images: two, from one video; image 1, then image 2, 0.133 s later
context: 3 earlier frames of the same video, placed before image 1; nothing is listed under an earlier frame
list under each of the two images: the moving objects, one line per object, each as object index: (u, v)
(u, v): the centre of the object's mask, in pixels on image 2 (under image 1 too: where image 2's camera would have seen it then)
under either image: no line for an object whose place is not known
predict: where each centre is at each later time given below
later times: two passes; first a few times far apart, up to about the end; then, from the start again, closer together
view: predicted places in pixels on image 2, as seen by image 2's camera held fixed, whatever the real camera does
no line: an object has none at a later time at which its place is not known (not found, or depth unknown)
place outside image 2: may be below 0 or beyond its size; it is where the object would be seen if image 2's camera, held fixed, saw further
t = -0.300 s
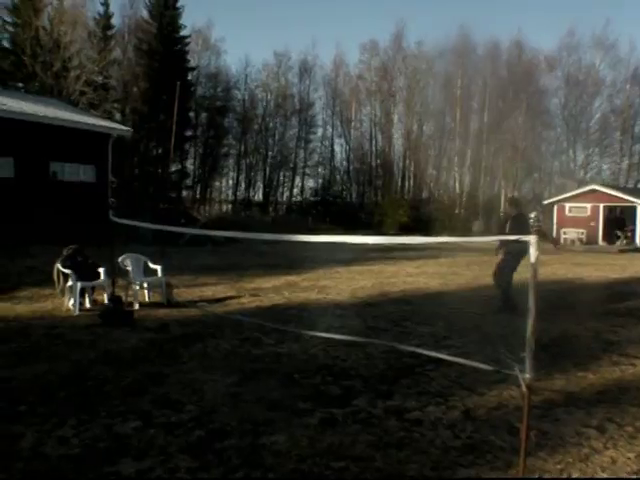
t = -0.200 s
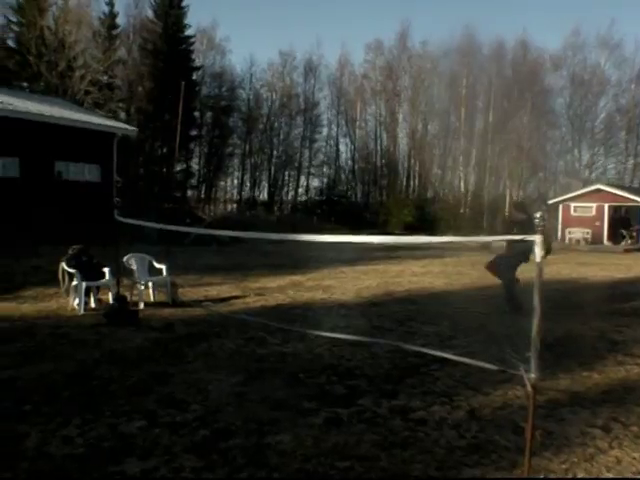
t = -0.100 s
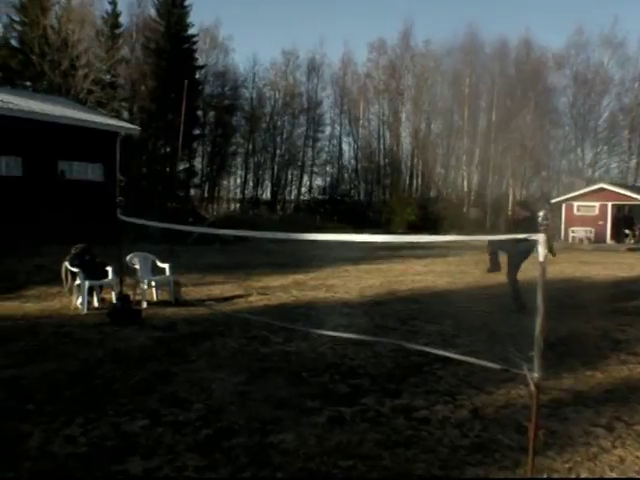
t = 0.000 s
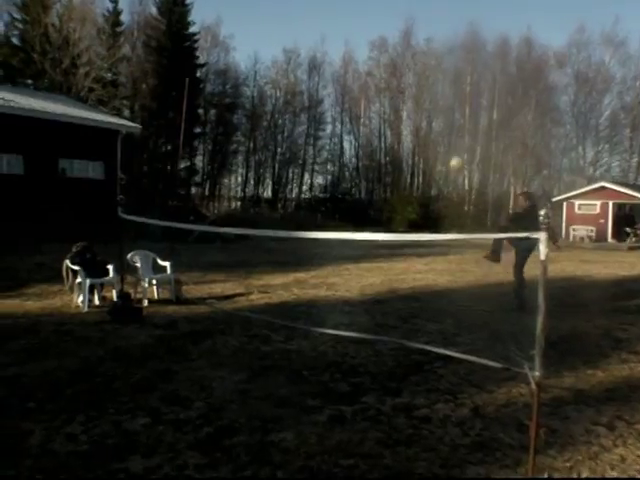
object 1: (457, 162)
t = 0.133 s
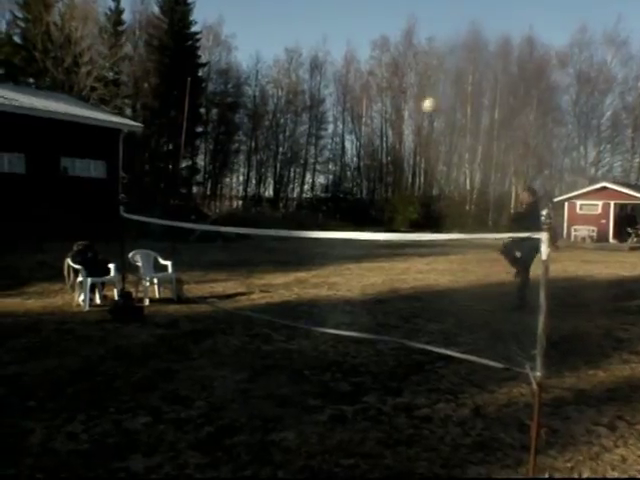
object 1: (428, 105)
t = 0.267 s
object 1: (398, 57)
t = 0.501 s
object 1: (338, 5)
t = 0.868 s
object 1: (231, 4)
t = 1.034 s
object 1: (181, 44)
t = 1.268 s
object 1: (107, 149)
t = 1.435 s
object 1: (51, 259)
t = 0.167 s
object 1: (421, 92)
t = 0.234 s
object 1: (406, 69)
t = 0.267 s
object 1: (398, 57)
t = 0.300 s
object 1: (391, 48)
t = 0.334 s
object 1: (382, 38)
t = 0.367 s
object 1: (374, 30)
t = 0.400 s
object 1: (365, 22)
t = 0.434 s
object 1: (356, 15)
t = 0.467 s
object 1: (347, 10)
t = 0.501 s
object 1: (338, 5)
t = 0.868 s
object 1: (231, 4)
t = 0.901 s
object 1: (221, 11)
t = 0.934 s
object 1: (212, 18)
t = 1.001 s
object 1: (190, 34)
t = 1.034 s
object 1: (181, 44)
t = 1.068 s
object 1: (167, 55)
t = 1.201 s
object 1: (127, 113)
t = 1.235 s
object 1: (117, 131)
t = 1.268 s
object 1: (107, 149)
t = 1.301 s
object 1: (97, 169)
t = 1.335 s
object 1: (85, 190)
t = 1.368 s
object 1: (73, 212)
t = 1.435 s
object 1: (51, 259)
